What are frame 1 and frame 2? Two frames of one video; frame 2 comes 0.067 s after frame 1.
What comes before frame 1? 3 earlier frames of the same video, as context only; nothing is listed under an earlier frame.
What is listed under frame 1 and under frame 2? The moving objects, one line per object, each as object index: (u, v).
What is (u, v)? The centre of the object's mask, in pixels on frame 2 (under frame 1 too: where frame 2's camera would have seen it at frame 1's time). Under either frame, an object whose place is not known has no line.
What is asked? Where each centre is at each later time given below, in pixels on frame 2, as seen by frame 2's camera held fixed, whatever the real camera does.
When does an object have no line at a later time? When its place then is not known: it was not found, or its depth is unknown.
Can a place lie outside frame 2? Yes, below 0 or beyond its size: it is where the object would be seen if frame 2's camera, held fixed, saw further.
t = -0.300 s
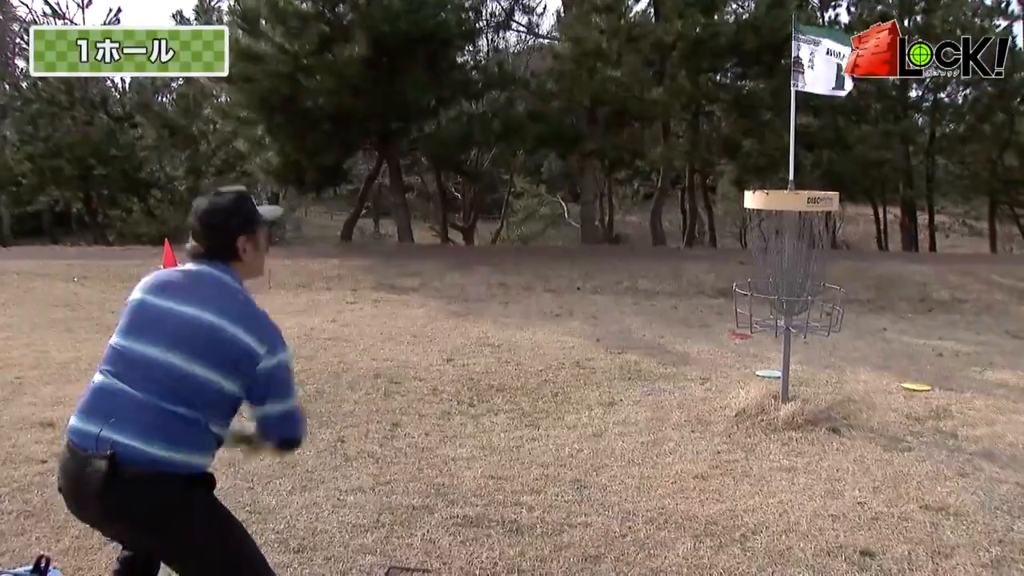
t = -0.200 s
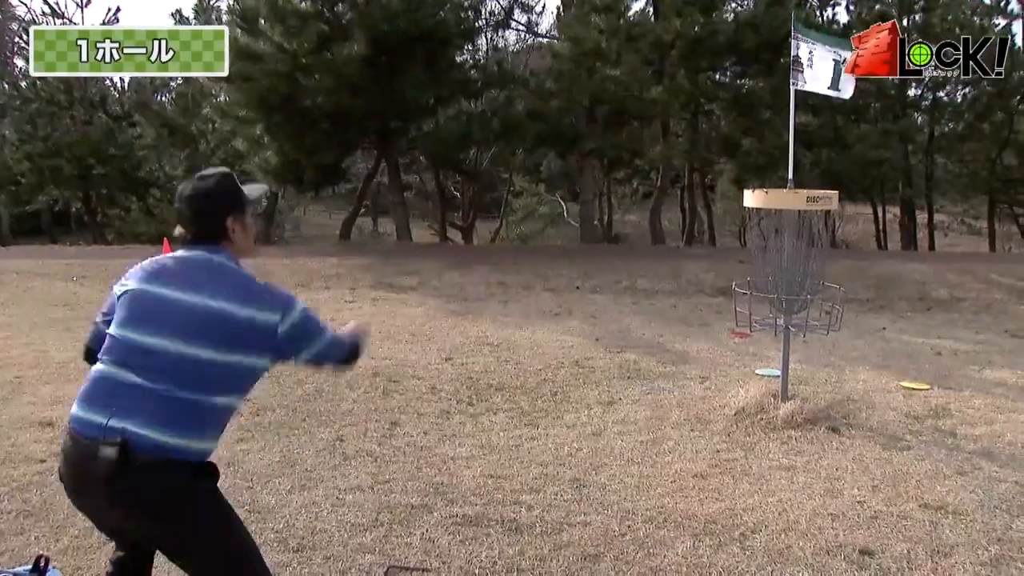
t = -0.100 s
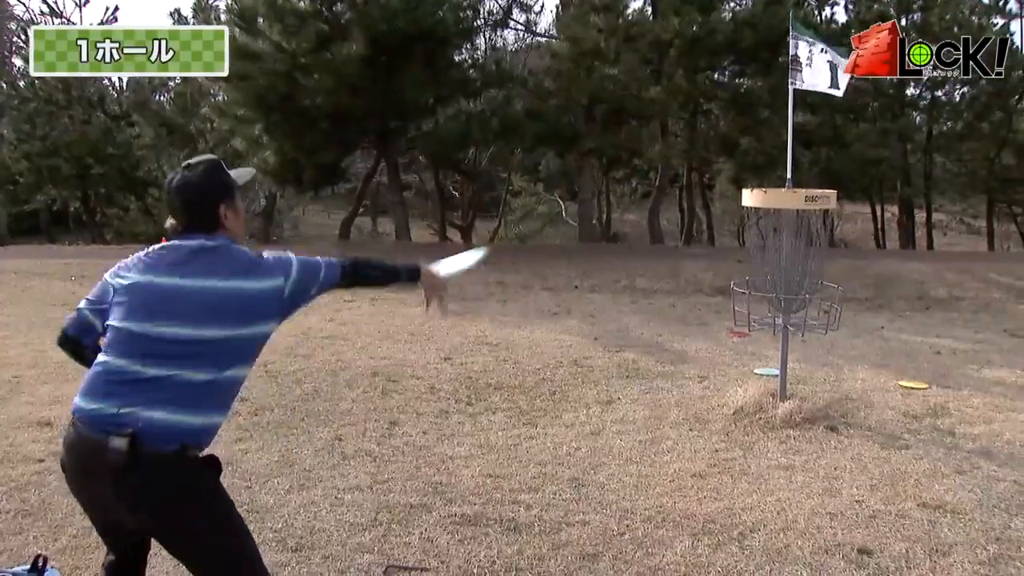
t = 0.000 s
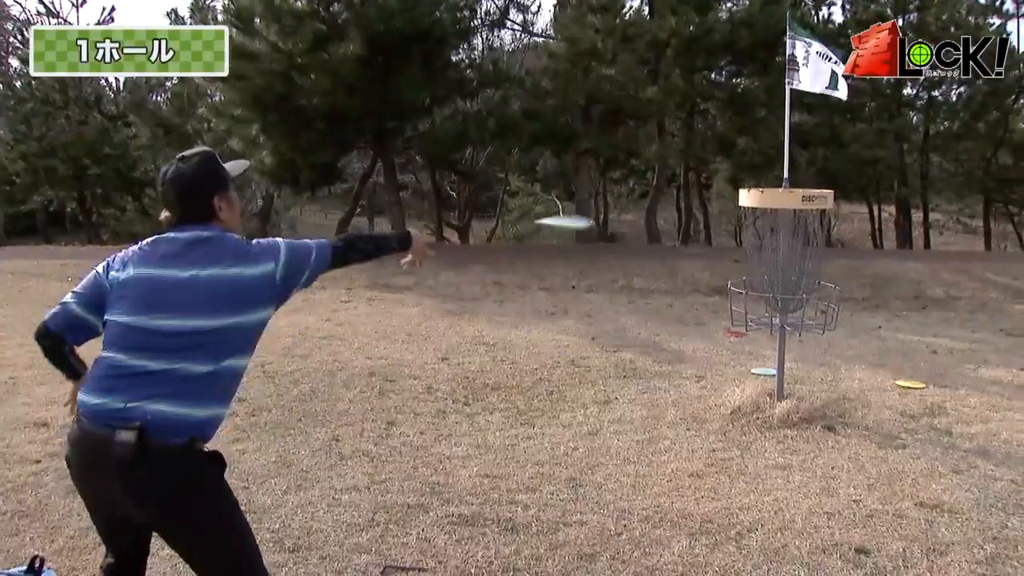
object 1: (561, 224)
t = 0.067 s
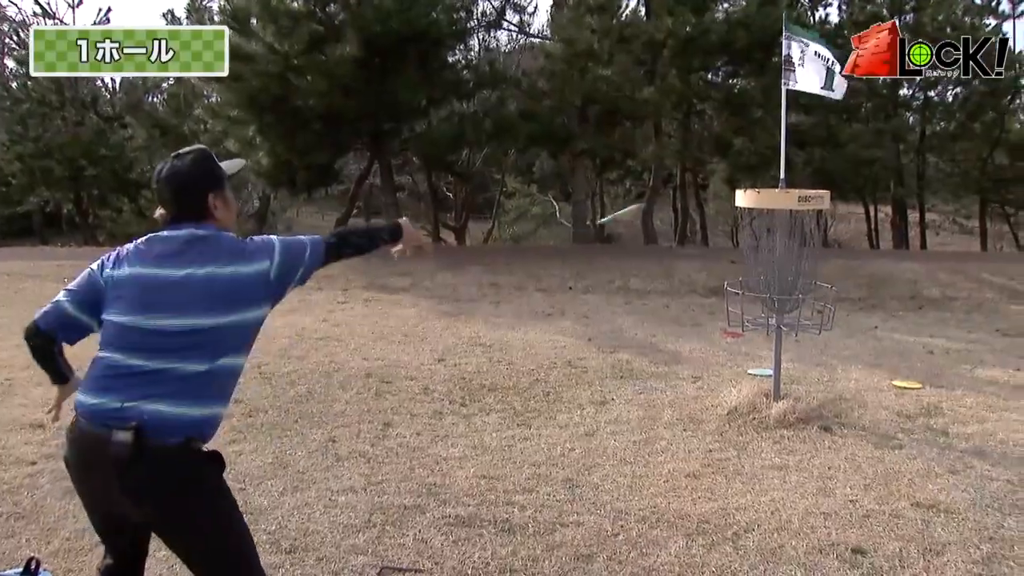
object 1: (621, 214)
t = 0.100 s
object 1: (647, 213)
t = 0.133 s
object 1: (673, 215)
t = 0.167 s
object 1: (693, 218)
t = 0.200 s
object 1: (715, 223)
